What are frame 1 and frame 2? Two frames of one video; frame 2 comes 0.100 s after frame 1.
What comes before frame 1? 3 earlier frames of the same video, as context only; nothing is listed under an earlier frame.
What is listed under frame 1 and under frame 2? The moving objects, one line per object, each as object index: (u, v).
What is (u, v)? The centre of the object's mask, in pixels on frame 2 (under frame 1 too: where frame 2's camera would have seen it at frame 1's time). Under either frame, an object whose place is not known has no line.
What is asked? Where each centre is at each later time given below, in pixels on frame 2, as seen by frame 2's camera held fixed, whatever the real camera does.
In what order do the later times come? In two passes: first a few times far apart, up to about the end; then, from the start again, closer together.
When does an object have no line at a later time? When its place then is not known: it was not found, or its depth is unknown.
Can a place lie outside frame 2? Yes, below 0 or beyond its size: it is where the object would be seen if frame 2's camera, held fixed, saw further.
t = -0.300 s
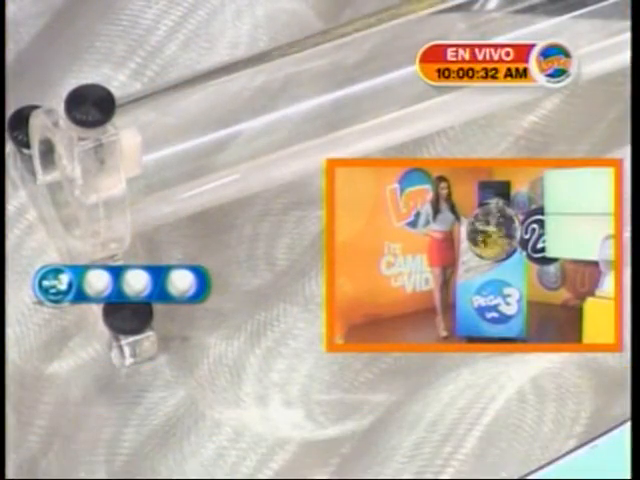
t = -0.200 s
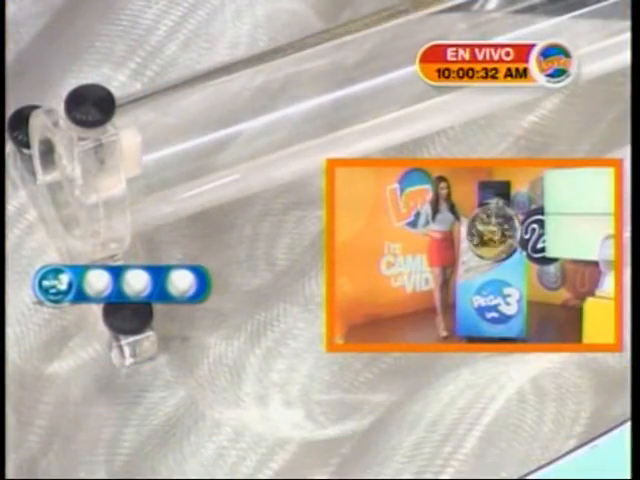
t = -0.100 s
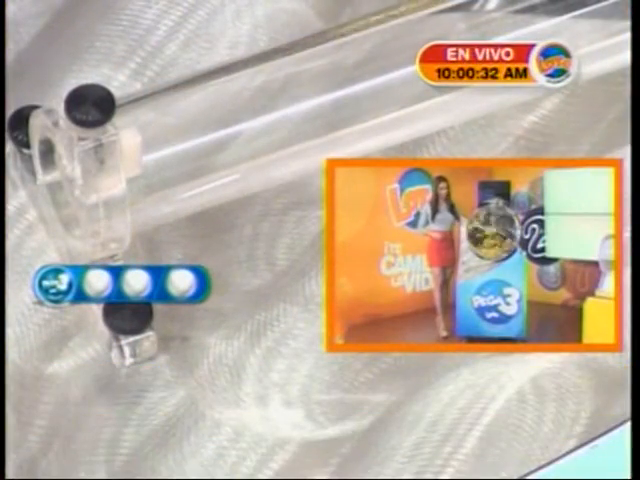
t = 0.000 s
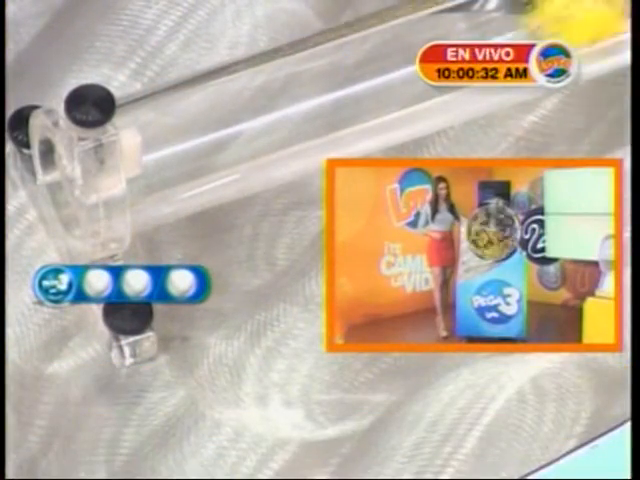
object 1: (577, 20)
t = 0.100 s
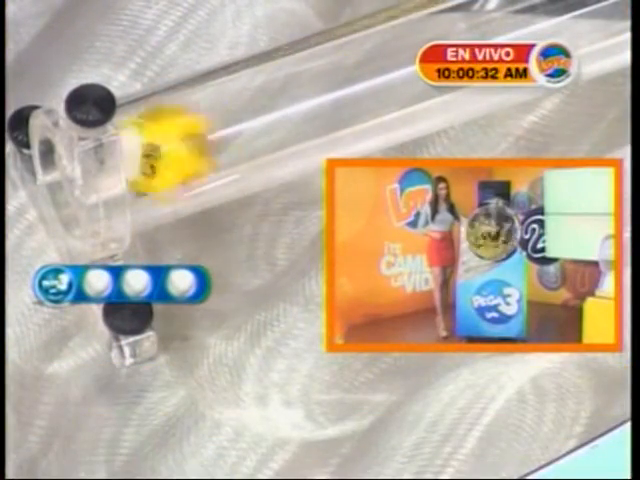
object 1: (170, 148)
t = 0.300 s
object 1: (169, 152)
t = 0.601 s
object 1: (168, 151)
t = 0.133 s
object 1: (180, 143)
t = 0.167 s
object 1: (184, 143)
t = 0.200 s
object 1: (177, 145)
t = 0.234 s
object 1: (171, 148)
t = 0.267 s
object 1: (169, 152)
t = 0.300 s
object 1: (169, 152)
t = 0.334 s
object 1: (168, 151)
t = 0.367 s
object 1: (168, 153)
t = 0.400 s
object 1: (168, 153)
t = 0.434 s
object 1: (168, 153)
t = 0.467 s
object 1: (168, 153)
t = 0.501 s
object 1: (168, 153)
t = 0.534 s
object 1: (168, 151)
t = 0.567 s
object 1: (168, 153)
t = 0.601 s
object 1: (168, 151)
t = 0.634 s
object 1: (168, 151)
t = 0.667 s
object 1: (168, 153)
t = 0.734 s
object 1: (168, 151)
